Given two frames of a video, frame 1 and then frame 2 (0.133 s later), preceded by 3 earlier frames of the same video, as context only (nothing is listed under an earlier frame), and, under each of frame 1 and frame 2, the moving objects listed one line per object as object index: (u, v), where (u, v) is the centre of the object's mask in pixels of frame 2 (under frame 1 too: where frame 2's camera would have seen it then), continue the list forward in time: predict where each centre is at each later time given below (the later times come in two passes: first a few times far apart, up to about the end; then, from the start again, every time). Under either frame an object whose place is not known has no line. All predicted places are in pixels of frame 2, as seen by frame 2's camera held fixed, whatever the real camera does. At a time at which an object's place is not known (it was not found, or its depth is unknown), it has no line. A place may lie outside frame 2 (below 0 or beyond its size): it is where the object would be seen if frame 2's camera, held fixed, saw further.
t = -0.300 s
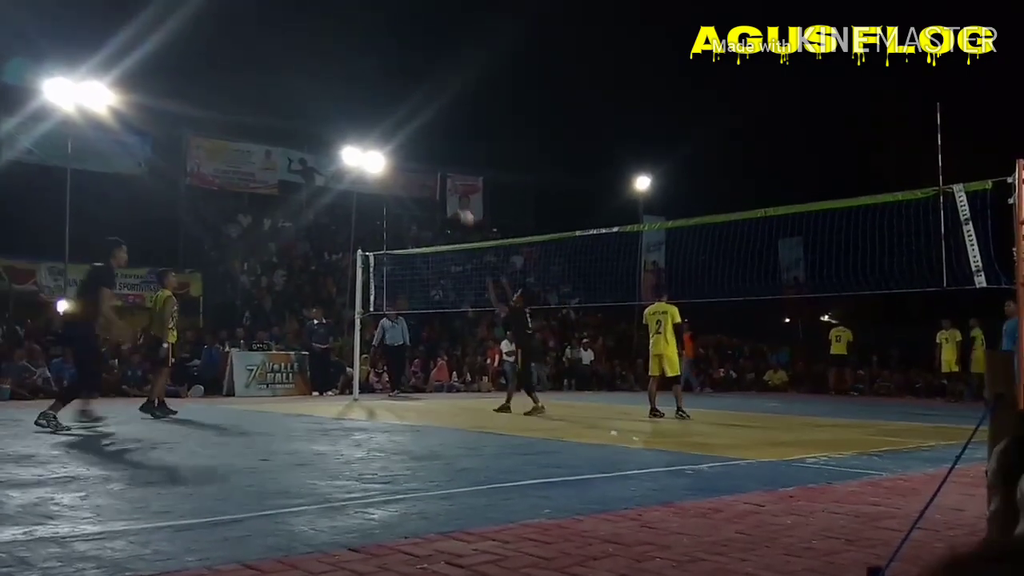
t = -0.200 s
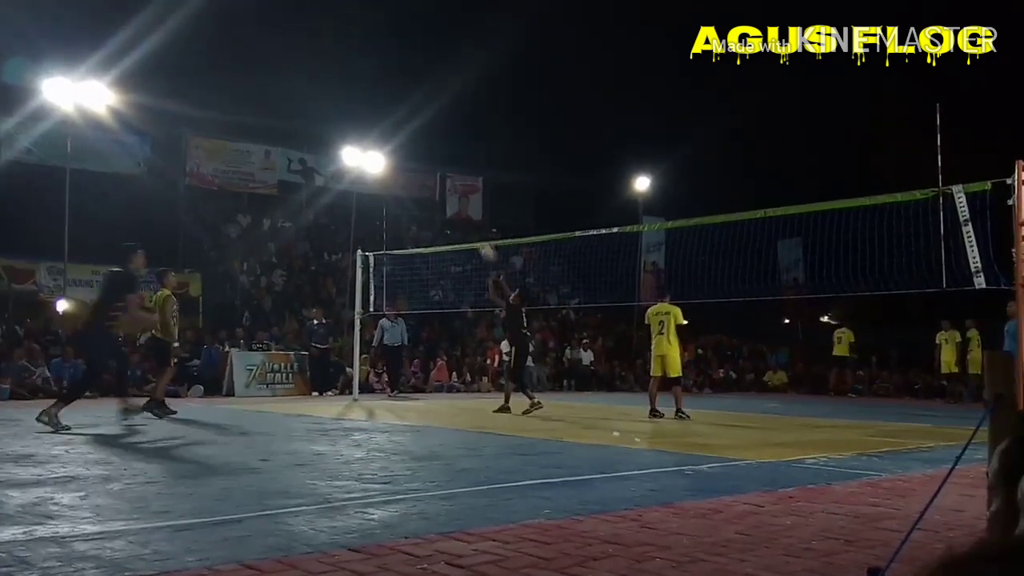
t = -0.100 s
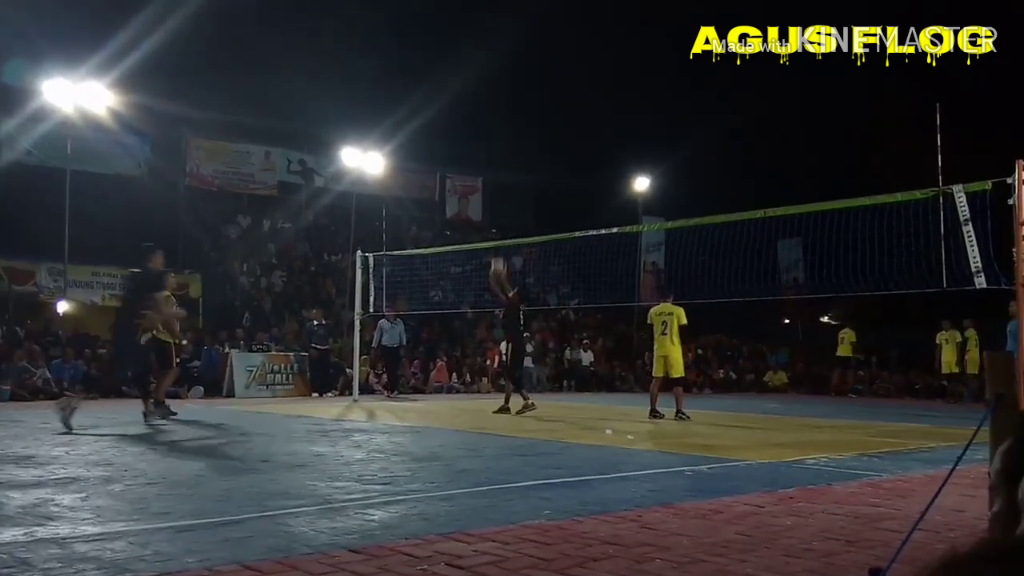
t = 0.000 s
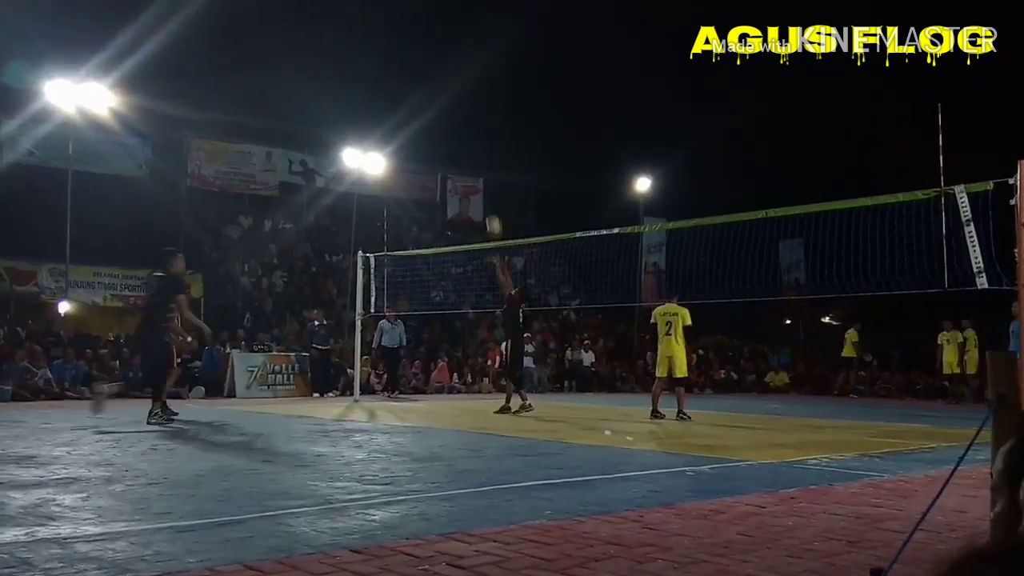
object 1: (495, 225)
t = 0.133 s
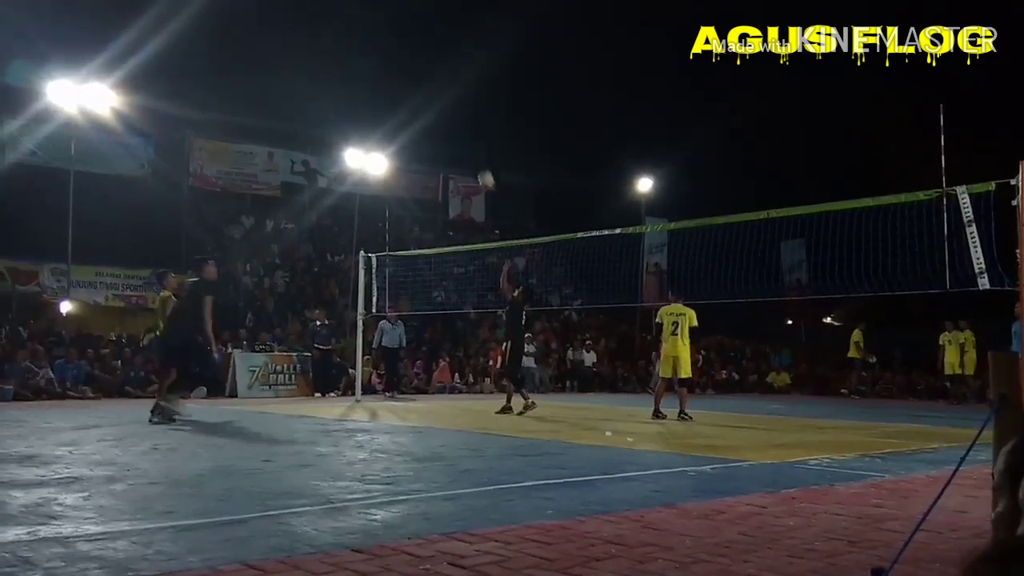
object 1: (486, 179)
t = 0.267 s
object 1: (477, 147)
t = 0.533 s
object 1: (457, 120)
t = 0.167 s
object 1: (484, 169)
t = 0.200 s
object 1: (481, 161)
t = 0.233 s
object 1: (479, 154)
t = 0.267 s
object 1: (477, 147)
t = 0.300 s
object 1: (474, 141)
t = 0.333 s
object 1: (472, 136)
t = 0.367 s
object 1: (469, 131)
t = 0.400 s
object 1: (466, 127)
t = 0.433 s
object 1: (464, 124)
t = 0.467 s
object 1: (461, 122)
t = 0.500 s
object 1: (459, 121)
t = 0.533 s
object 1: (457, 120)
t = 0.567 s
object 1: (453, 120)
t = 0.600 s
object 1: (451, 121)
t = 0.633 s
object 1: (449, 123)
